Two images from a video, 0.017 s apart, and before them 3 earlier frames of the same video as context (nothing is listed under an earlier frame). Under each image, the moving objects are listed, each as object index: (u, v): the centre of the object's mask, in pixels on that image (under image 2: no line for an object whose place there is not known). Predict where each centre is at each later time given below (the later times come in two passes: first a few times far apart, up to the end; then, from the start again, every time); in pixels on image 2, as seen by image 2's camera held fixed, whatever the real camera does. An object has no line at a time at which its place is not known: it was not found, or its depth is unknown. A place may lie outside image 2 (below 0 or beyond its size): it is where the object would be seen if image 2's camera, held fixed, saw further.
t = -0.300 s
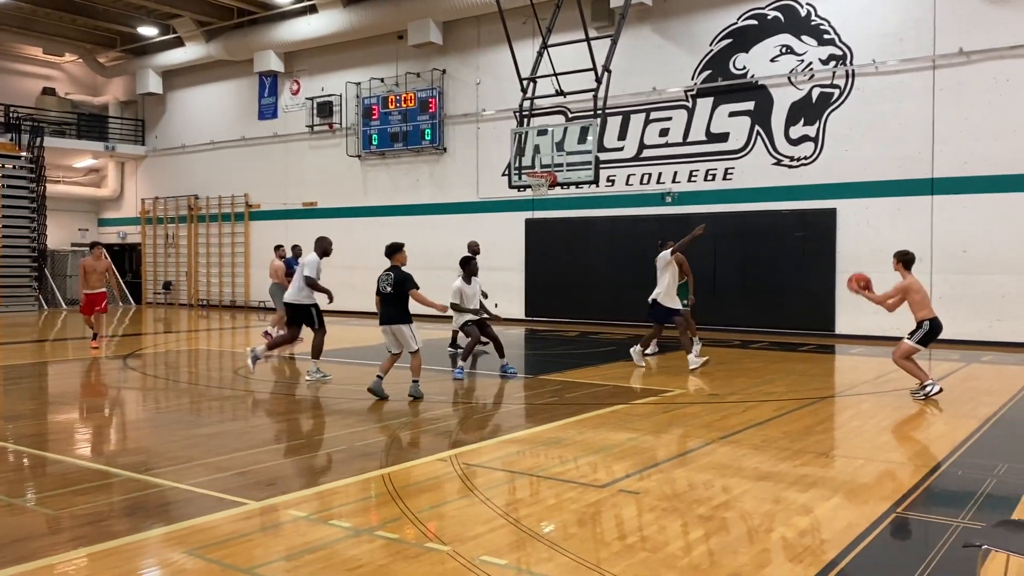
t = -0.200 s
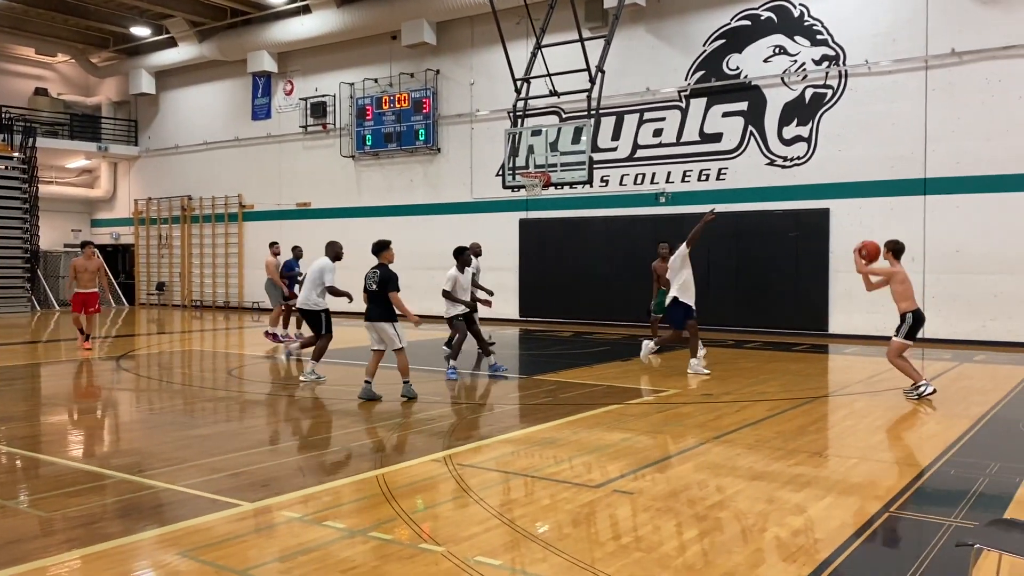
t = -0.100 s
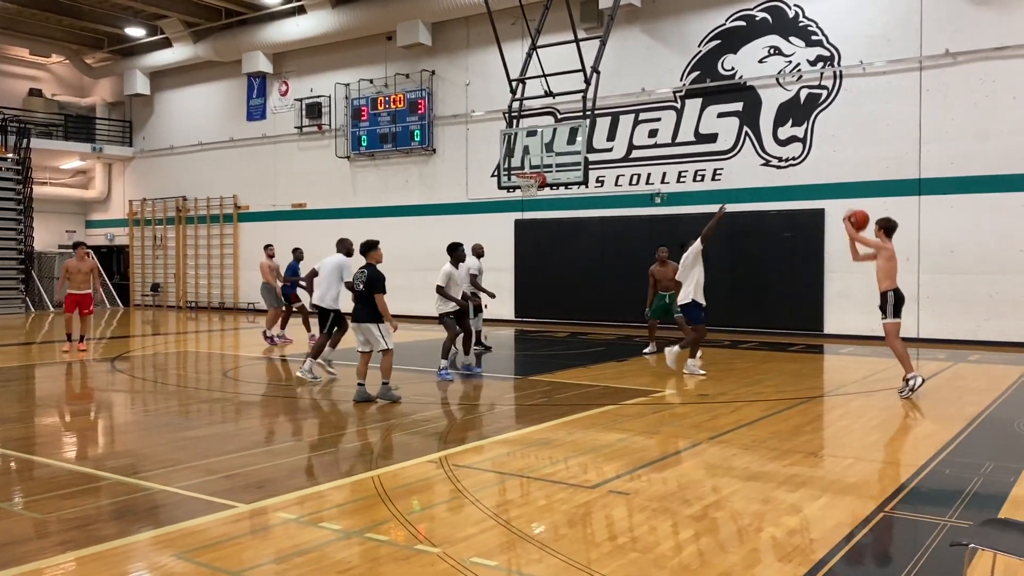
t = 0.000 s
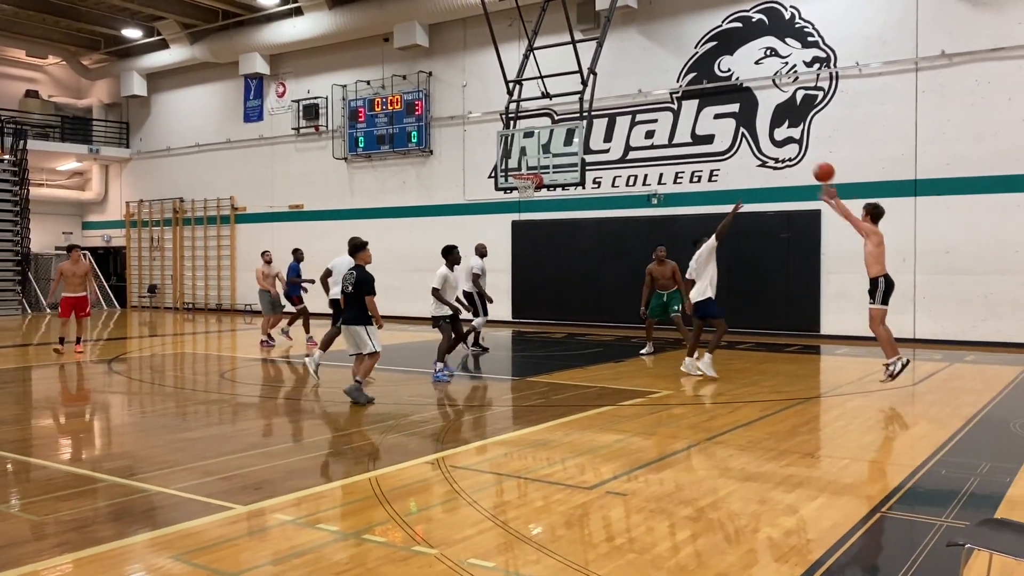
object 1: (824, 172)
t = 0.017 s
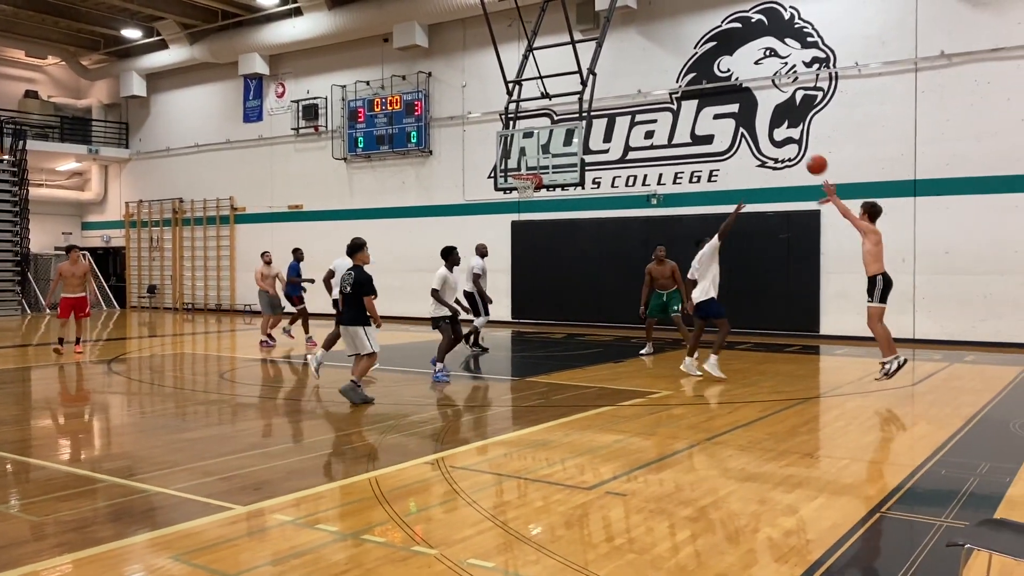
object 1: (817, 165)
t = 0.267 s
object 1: (728, 86)
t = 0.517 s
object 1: (658, 63)
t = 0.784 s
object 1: (598, 84)
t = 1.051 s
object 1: (549, 143)
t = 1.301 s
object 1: (507, 165)
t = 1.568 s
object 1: (469, 164)
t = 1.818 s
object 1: (434, 201)
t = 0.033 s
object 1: (811, 157)
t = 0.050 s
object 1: (804, 150)
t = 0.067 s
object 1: (797, 144)
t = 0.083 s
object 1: (792, 137)
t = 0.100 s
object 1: (785, 130)
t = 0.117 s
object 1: (779, 125)
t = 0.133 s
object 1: (774, 120)
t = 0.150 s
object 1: (767, 114)
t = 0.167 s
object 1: (761, 109)
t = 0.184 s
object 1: (755, 104)
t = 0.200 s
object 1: (749, 100)
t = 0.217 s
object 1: (745, 96)
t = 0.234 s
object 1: (739, 92)
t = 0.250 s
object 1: (734, 90)
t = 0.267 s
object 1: (728, 86)
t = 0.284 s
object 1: (723, 83)
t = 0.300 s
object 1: (718, 79)
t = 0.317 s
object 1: (713, 77)
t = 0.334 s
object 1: (708, 75)
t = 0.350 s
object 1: (703, 72)
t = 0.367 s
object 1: (699, 70)
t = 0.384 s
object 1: (694, 69)
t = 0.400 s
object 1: (689, 67)
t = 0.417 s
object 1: (685, 66)
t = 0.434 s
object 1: (680, 65)
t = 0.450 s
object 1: (676, 64)
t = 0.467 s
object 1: (671, 63)
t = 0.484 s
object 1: (667, 63)
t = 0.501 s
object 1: (663, 62)
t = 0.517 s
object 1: (658, 63)
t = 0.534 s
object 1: (654, 63)
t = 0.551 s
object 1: (650, 63)
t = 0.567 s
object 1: (646, 63)
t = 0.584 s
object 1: (642, 64)
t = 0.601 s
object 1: (638, 65)
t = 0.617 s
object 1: (634, 66)
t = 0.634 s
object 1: (630, 67)
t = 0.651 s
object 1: (626, 68)
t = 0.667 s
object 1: (622, 70)
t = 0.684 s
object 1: (619, 71)
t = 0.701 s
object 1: (615, 73)
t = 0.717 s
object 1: (612, 75)
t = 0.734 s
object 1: (608, 77)
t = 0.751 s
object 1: (605, 80)
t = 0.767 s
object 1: (601, 82)
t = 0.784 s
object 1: (598, 84)
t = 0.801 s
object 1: (595, 87)
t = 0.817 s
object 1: (591, 90)
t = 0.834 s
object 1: (587, 93)
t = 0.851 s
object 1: (585, 96)
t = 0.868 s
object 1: (582, 100)
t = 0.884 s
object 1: (578, 103)
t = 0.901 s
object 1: (575, 107)
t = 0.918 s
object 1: (572, 109)
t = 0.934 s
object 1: (569, 114)
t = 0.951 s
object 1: (565, 118)
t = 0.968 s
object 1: (563, 122)
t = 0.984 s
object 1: (560, 125)
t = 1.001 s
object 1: (557, 130)
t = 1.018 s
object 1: (554, 134)
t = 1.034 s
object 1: (551, 138)
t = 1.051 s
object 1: (549, 143)
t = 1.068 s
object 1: (546, 148)
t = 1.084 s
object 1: (543, 153)
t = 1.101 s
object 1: (540, 157)
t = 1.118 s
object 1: (538, 162)
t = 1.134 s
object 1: (535, 167)
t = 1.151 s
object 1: (532, 171)
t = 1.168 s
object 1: (530, 173)
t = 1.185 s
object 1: (526, 173)
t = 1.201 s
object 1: (523, 172)
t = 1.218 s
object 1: (520, 172)
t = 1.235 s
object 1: (516, 172)
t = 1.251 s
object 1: (515, 170)
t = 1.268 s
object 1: (512, 168)
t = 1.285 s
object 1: (509, 167)
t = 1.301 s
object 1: (507, 165)
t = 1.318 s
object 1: (505, 164)
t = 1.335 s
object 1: (503, 163)
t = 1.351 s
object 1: (500, 162)
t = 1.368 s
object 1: (498, 161)
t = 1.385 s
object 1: (496, 160)
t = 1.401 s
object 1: (493, 160)
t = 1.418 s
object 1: (491, 159)
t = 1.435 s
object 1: (488, 159)
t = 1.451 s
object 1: (486, 159)
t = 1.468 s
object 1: (484, 160)
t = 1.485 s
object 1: (481, 160)
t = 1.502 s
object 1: (479, 160)
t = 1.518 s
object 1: (476, 161)
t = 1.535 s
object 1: (474, 162)
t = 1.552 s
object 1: (472, 162)
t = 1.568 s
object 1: (469, 164)
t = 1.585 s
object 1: (467, 165)
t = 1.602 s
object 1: (465, 167)
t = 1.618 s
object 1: (462, 168)
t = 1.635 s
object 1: (460, 170)
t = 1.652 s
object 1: (458, 172)
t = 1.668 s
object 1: (455, 174)
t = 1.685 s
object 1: (453, 176)
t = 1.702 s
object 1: (451, 179)
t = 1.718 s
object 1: (448, 181)
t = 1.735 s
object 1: (446, 184)
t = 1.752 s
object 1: (443, 188)
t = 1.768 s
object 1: (441, 190)
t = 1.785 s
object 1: (438, 194)
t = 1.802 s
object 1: (436, 198)
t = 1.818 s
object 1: (434, 201)
